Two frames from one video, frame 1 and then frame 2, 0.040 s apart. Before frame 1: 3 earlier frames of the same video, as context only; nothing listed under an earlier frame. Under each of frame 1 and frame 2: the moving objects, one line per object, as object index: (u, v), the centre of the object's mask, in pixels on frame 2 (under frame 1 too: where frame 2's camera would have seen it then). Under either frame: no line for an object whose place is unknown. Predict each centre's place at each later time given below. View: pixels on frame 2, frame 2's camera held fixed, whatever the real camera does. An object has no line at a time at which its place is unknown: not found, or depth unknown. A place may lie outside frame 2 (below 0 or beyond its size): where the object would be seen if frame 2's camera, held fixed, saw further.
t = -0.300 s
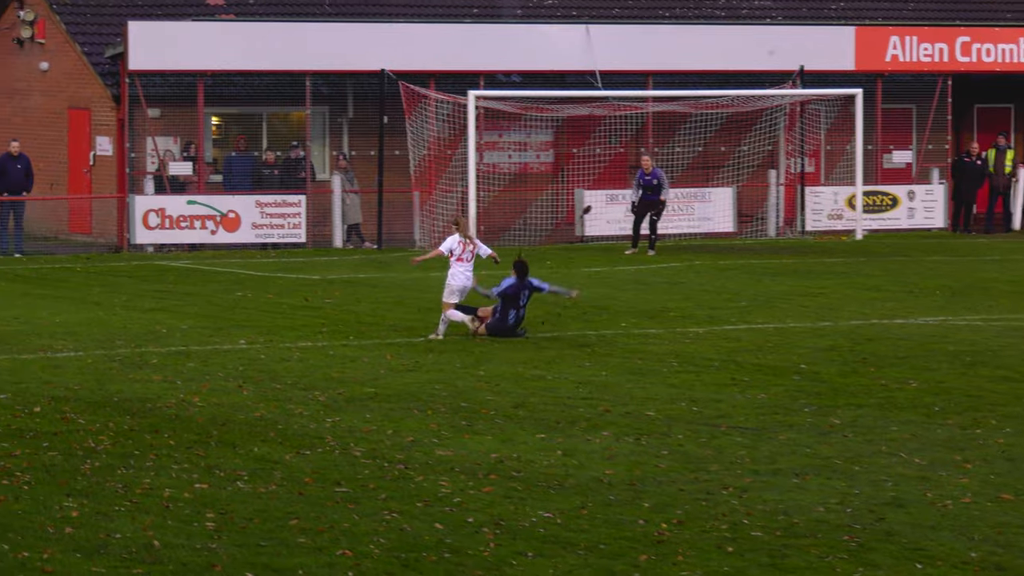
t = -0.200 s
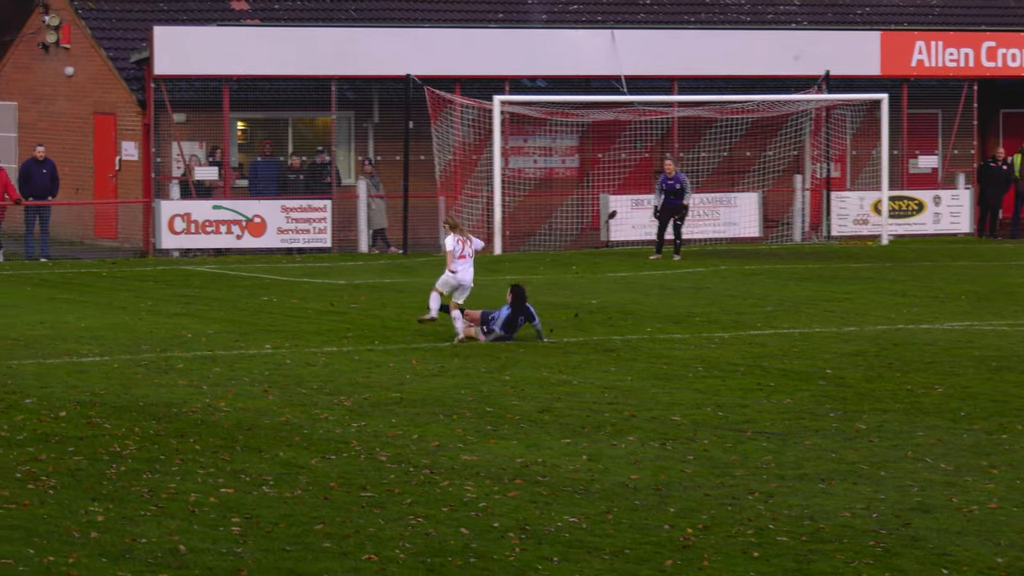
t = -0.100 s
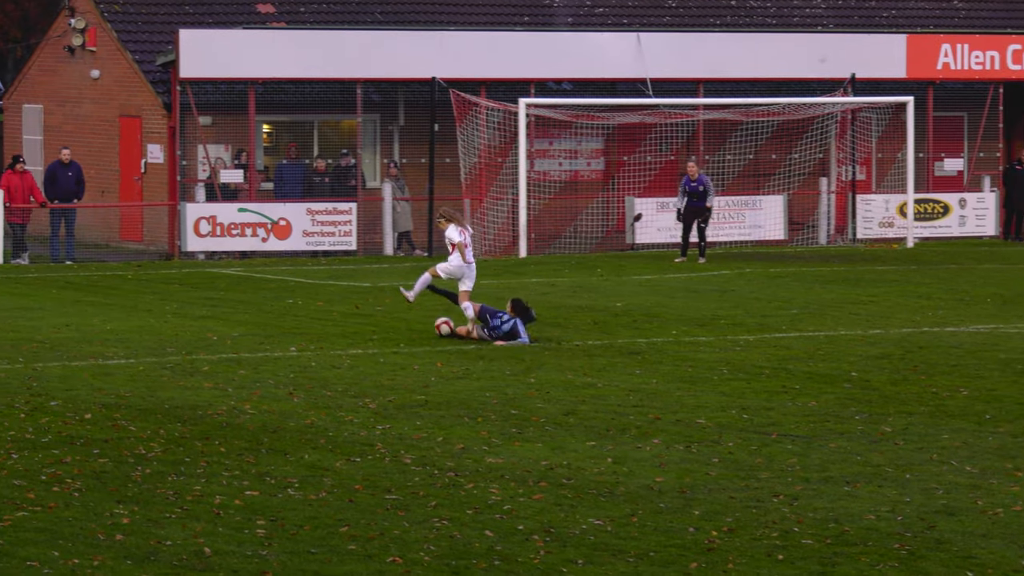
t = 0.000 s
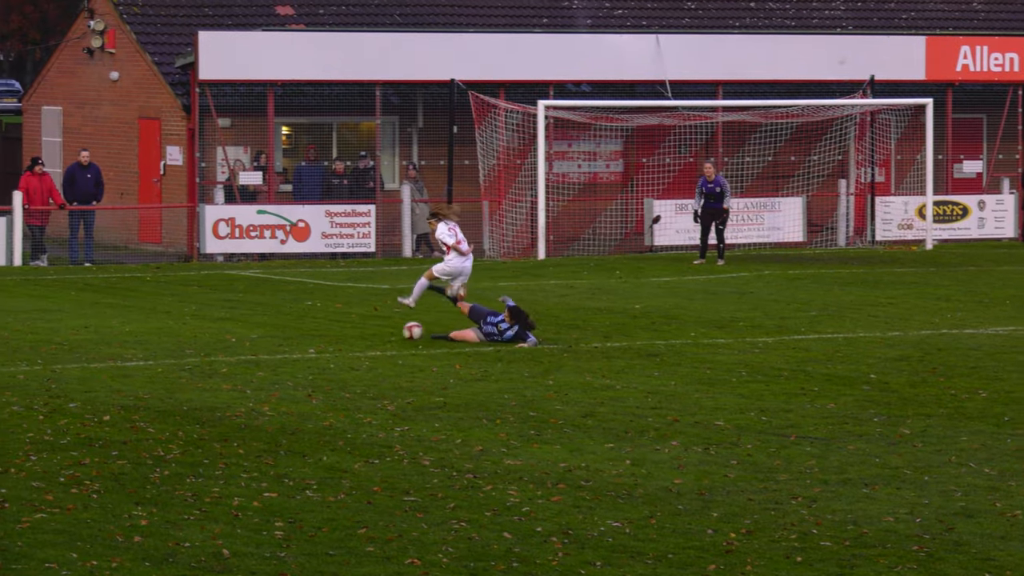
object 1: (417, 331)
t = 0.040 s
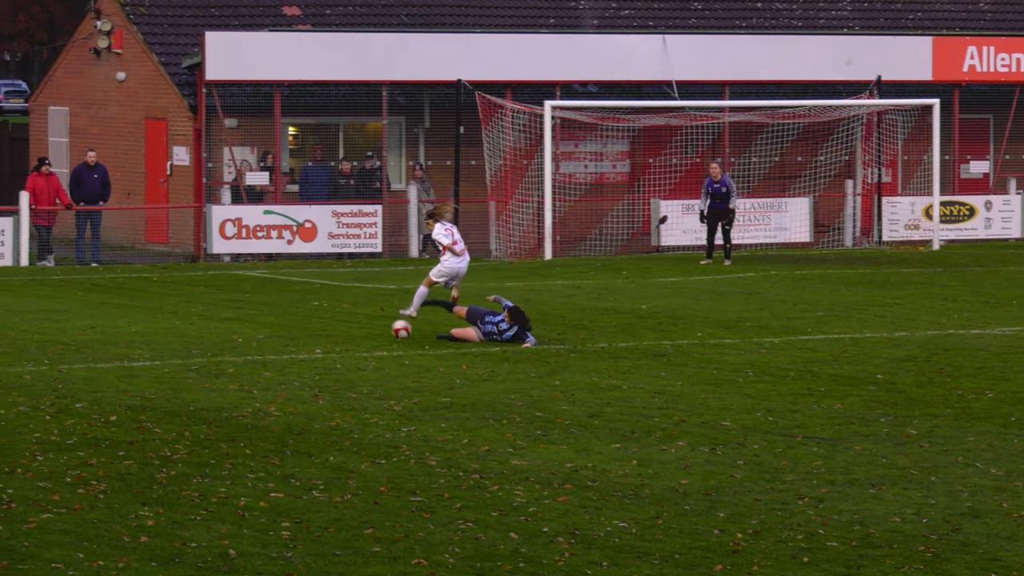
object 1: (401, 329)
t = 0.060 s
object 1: (393, 328)
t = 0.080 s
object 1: (384, 327)
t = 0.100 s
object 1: (376, 328)
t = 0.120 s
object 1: (368, 328)
